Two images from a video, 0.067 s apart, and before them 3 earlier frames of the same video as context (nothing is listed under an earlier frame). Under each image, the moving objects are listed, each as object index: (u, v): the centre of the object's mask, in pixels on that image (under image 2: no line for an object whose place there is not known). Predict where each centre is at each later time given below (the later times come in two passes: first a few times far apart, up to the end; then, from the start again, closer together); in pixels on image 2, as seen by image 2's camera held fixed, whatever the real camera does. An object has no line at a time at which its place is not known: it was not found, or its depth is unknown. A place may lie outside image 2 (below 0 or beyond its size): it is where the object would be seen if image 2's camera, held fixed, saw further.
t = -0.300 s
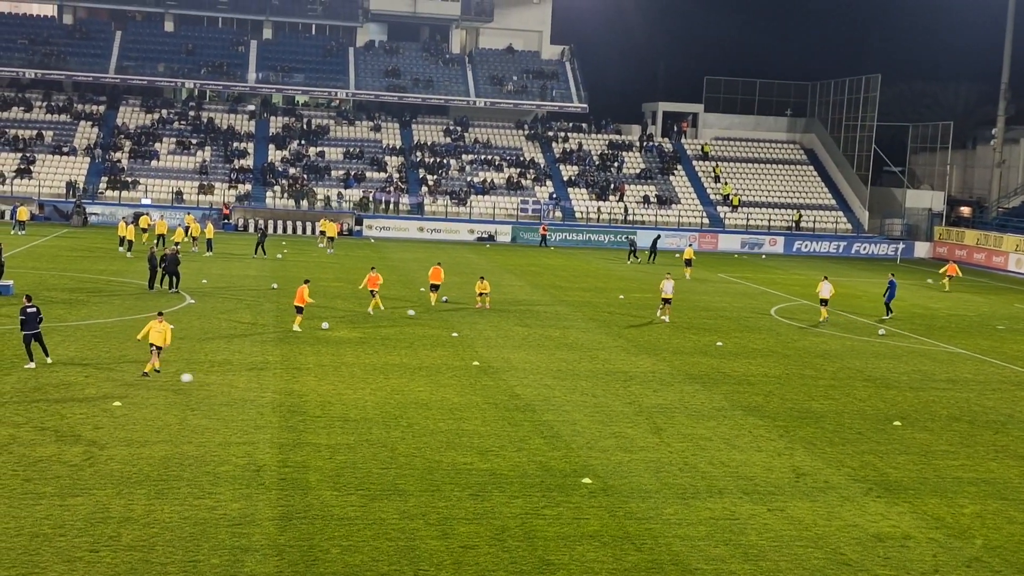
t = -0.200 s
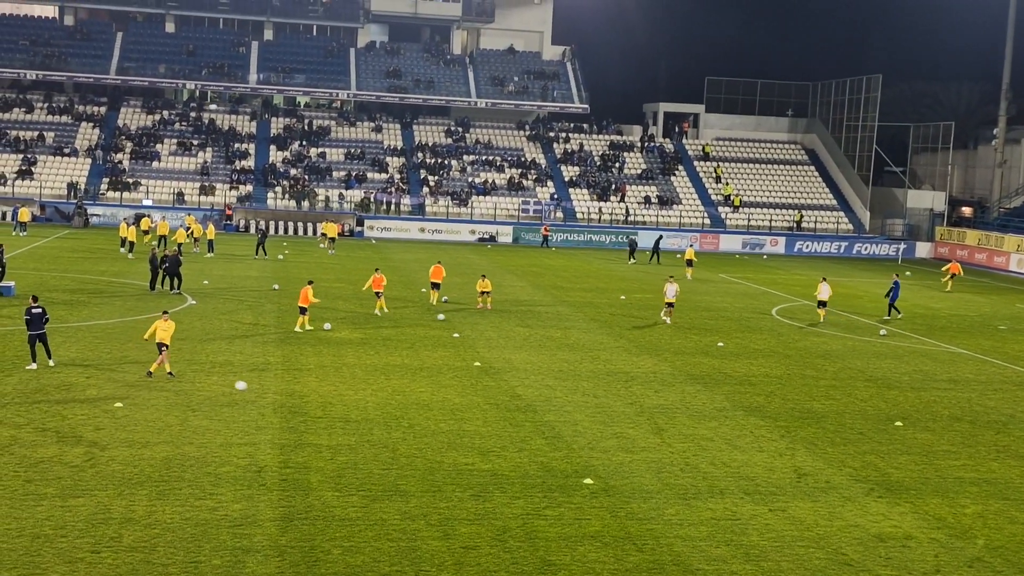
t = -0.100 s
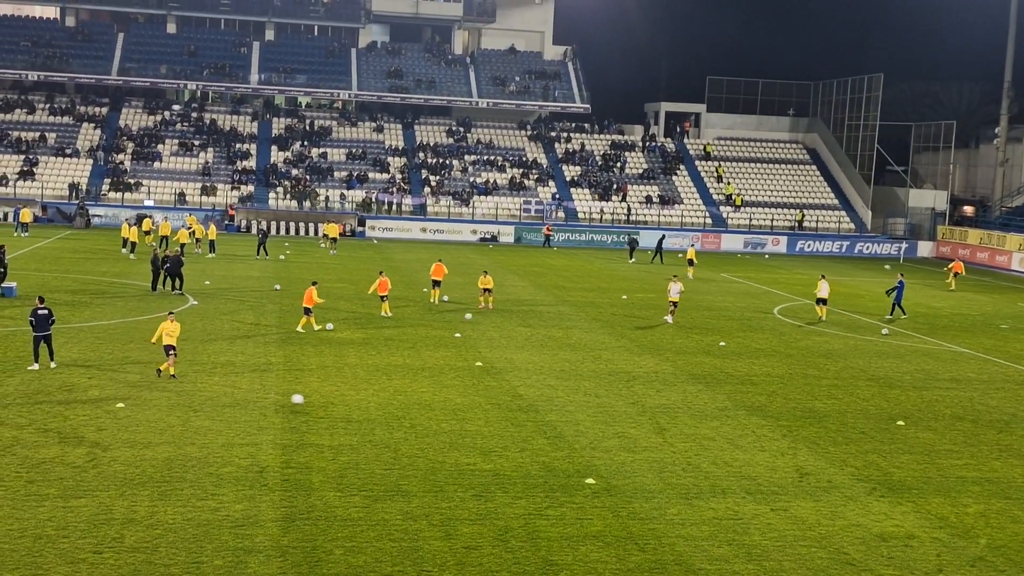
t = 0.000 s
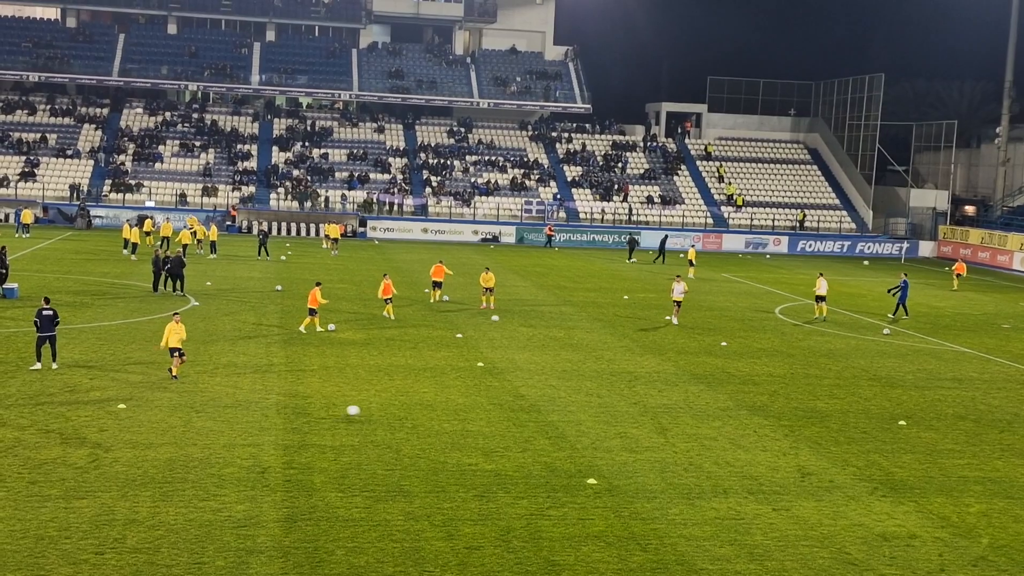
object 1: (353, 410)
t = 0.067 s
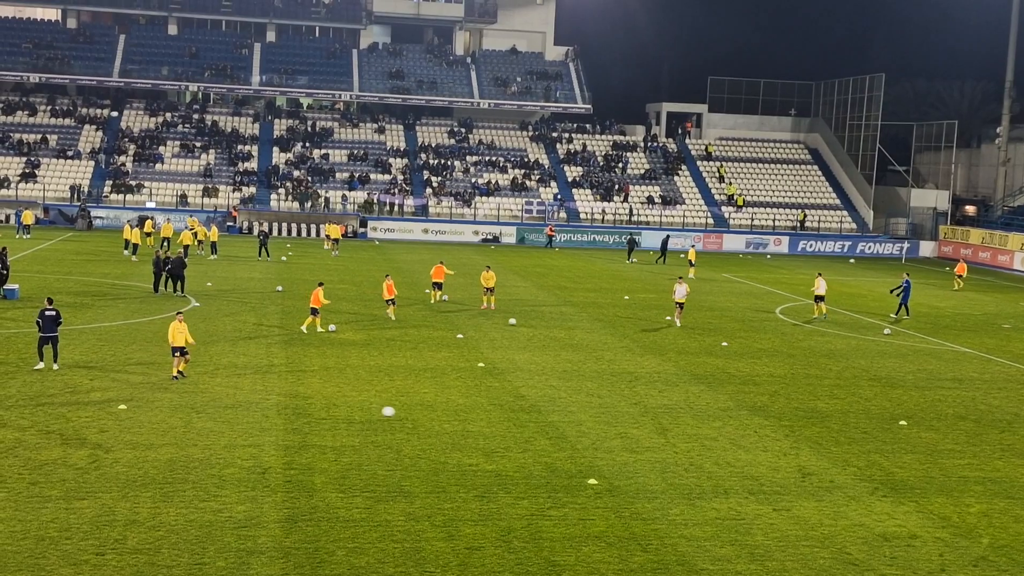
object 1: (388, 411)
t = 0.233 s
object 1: (477, 424)
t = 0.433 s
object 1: (584, 448)
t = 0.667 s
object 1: (703, 468)
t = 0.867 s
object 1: (801, 485)
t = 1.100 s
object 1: (909, 507)
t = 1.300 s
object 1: (1002, 525)
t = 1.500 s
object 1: (907, 501)
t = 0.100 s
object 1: (405, 413)
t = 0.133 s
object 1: (423, 414)
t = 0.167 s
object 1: (441, 417)
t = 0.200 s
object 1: (459, 420)
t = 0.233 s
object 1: (477, 424)
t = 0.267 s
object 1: (495, 429)
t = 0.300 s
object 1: (513, 434)
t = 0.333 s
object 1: (532, 440)
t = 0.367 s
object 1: (550, 447)
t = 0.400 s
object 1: (567, 448)
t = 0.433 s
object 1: (584, 448)
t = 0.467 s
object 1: (601, 449)
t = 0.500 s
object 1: (618, 450)
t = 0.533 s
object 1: (635, 452)
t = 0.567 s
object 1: (652, 455)
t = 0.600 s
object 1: (669, 458)
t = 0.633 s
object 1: (686, 463)
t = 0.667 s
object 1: (703, 468)
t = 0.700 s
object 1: (721, 473)
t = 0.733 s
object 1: (738, 480)
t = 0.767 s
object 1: (754, 481)
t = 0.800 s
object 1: (770, 482)
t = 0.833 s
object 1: (785, 483)
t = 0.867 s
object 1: (801, 485)
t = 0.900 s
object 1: (816, 488)
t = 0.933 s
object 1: (831, 490)
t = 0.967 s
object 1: (847, 495)
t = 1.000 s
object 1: (862, 499)
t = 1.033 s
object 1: (878, 504)
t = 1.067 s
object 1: (893, 506)
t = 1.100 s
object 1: (909, 507)
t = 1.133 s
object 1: (925, 508)
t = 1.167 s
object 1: (940, 510)
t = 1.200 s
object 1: (955, 513)
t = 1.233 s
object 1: (971, 517)
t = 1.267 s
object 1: (986, 521)
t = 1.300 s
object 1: (1002, 525)
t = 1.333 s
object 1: (1015, 526)
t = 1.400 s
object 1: (1010, 522)
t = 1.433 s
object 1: (975, 514)
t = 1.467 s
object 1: (940, 507)
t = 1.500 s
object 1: (907, 501)
